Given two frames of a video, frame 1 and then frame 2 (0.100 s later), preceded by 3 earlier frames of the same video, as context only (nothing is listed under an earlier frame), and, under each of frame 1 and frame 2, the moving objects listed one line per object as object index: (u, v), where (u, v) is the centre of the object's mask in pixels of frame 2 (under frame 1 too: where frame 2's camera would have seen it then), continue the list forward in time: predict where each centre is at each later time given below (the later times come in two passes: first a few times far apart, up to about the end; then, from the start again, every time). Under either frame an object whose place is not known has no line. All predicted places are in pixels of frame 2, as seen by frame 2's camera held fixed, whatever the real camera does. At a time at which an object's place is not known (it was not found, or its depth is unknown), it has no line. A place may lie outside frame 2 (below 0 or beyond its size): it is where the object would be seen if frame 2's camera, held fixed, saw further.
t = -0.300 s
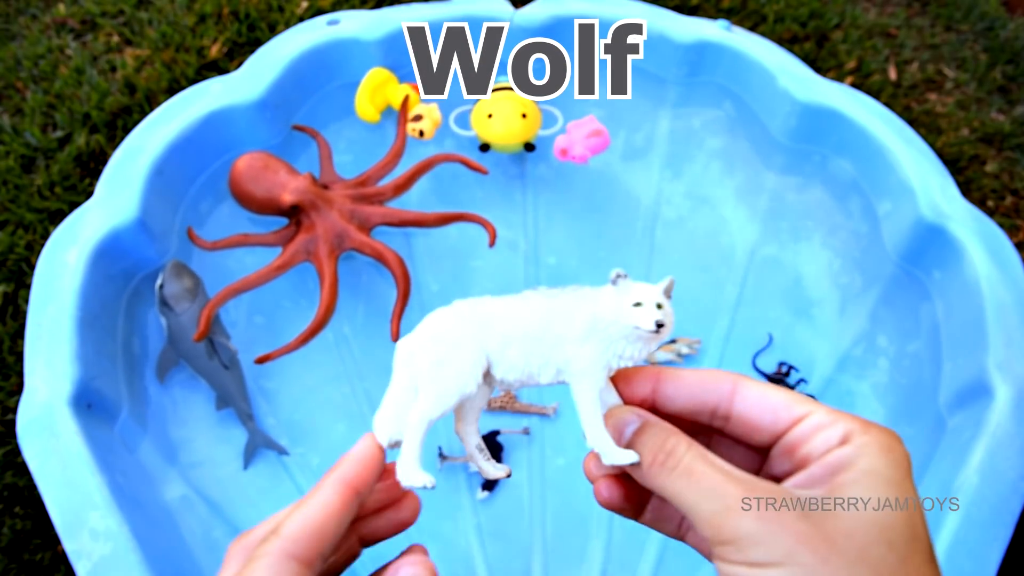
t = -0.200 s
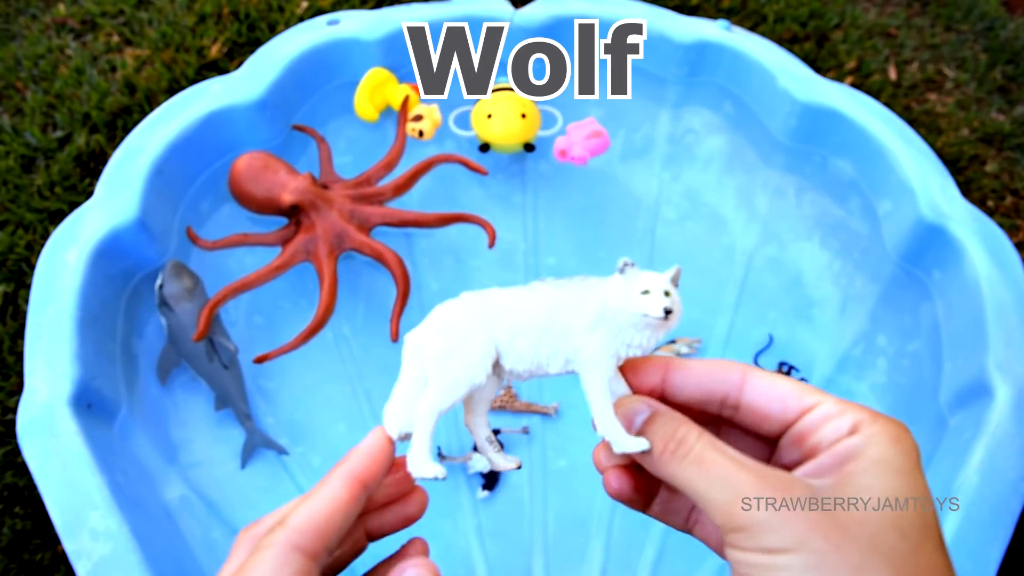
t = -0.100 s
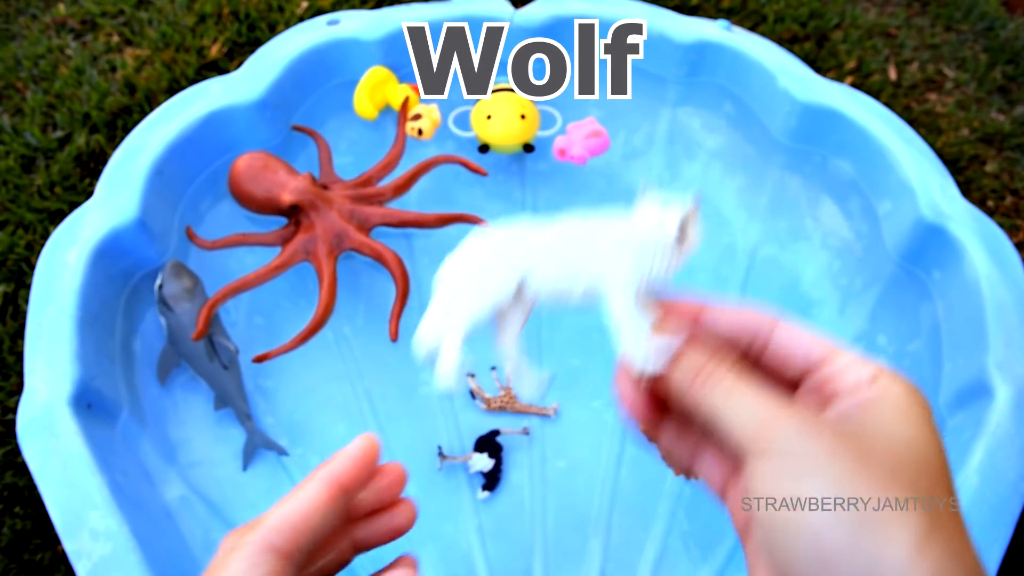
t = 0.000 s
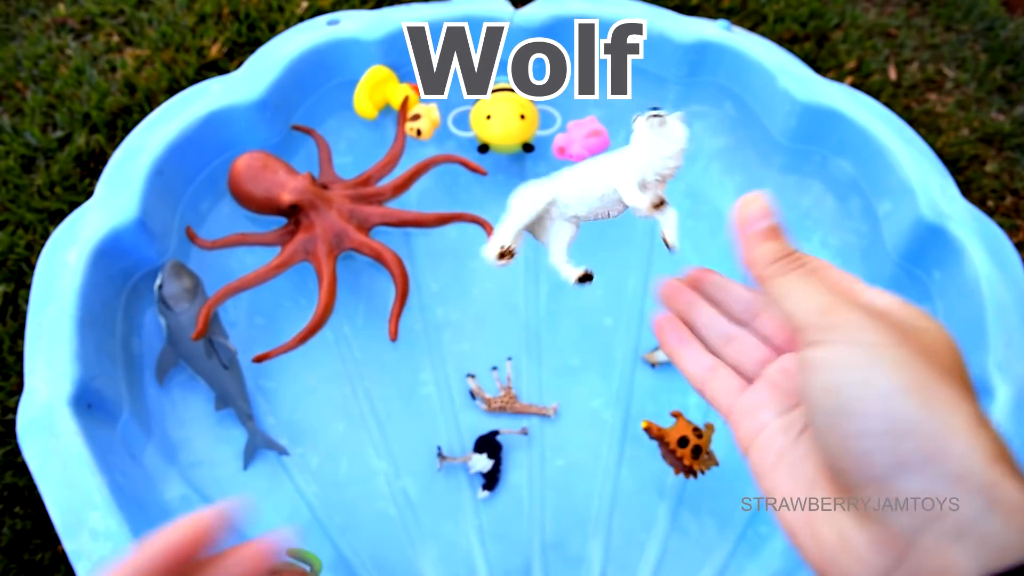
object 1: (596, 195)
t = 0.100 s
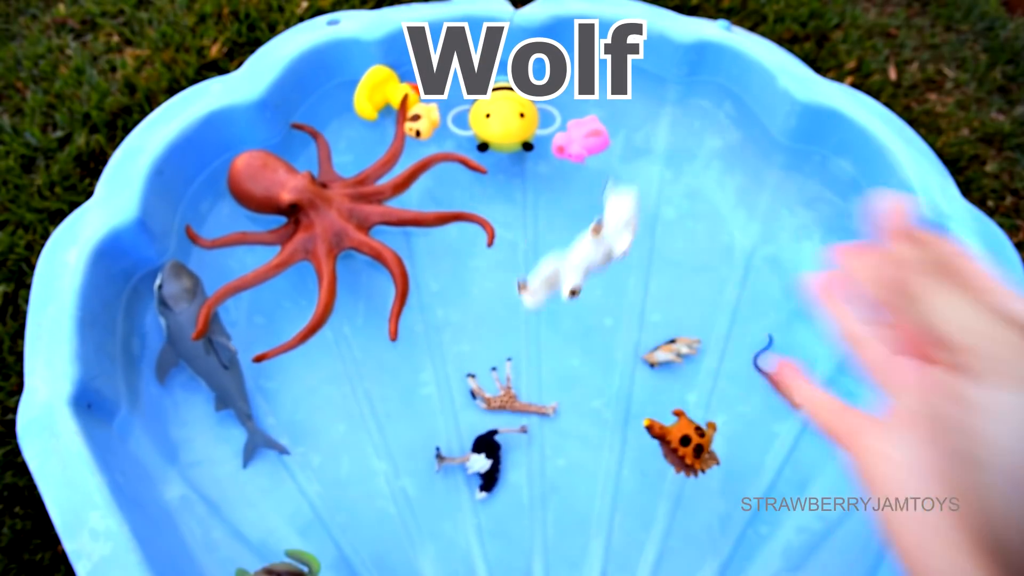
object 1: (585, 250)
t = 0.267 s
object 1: (579, 369)
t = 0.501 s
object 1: (598, 395)
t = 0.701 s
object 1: (596, 382)
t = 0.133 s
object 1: (580, 278)
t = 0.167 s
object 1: (575, 308)
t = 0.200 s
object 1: (571, 336)
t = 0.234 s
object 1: (570, 359)
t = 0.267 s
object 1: (579, 369)
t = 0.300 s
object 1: (580, 374)
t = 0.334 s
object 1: (578, 382)
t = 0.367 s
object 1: (575, 370)
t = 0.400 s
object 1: (592, 394)
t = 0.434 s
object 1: (596, 391)
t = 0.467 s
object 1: (596, 388)
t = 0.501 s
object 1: (598, 395)
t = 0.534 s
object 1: (599, 391)
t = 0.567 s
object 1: (601, 394)
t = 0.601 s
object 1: (598, 388)
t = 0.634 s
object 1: (597, 389)
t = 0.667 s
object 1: (594, 389)
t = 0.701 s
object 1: (596, 382)
